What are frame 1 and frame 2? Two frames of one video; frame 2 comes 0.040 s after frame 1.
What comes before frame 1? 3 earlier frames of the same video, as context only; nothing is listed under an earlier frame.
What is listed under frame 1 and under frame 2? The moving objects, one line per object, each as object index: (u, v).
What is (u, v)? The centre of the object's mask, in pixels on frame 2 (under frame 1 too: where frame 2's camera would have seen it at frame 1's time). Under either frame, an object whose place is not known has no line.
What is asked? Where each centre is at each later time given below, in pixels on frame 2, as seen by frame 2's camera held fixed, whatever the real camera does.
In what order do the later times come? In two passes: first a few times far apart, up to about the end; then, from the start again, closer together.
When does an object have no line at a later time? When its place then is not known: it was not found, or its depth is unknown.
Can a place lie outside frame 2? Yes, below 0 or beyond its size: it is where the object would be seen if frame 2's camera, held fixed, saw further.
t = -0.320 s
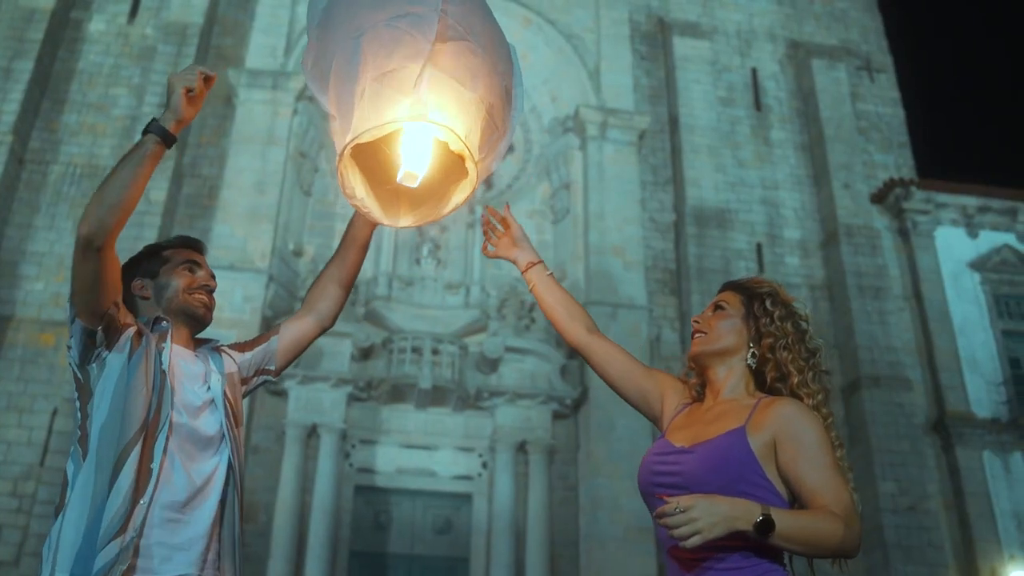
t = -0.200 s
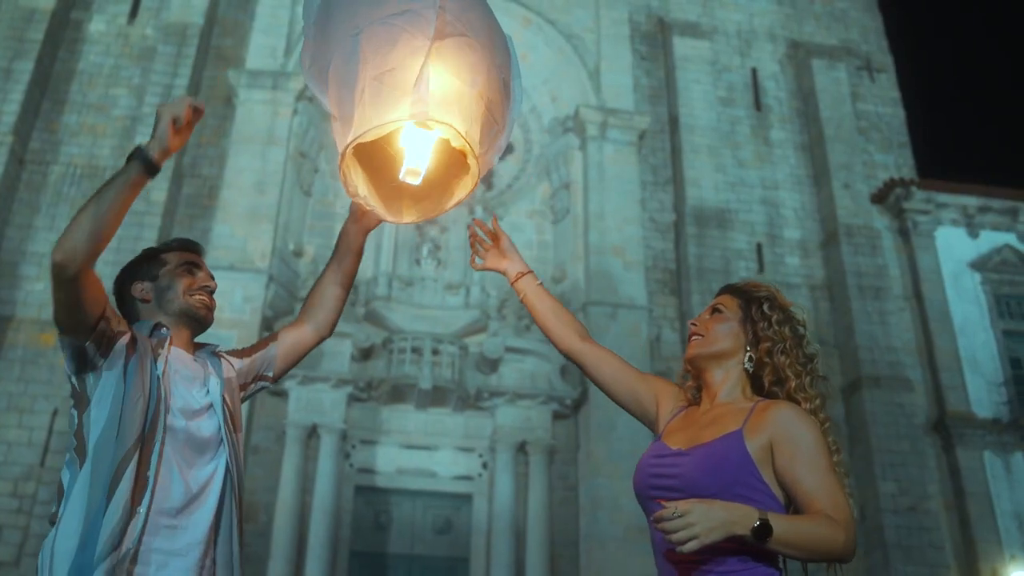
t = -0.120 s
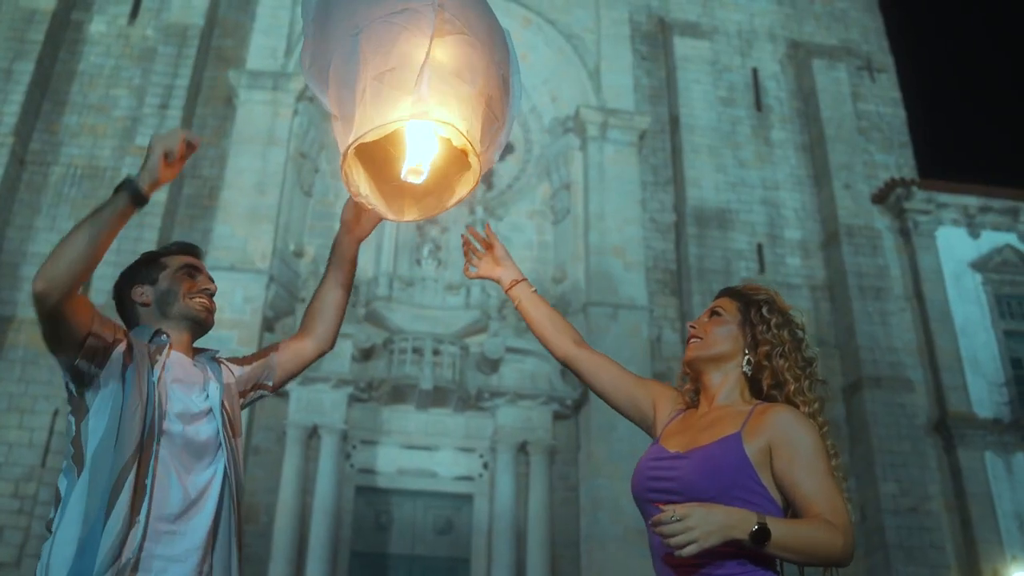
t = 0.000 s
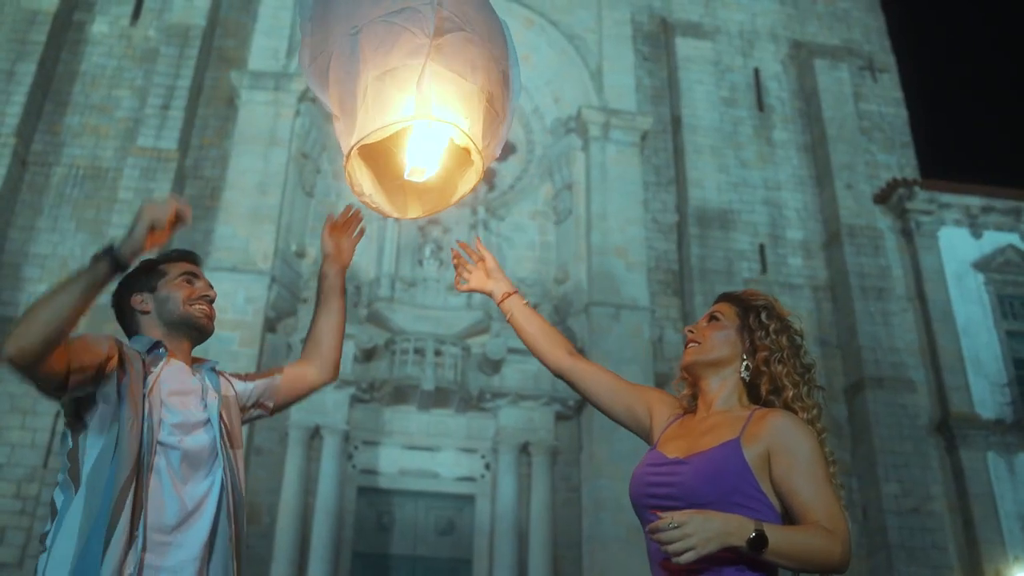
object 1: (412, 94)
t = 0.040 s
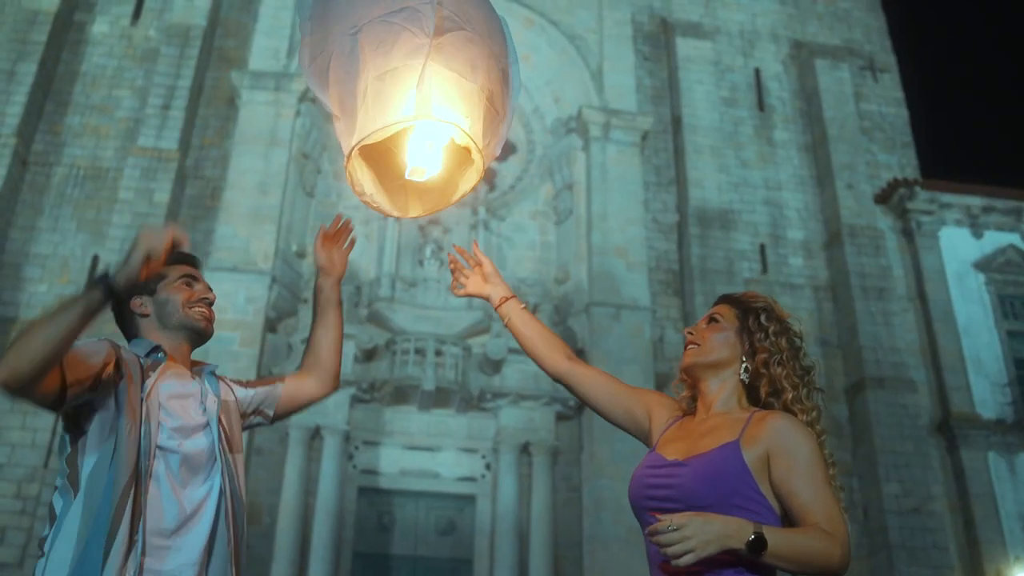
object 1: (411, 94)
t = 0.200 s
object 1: (408, 90)
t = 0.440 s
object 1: (401, 83)
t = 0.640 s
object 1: (395, 78)
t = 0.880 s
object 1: (387, 71)
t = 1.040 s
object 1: (383, 66)
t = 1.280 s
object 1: (374, 61)
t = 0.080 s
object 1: (411, 94)
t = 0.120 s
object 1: (410, 92)
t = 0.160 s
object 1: (409, 91)
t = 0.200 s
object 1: (408, 90)
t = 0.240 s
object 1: (407, 89)
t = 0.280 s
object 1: (406, 87)
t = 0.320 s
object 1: (405, 85)
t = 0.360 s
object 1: (404, 86)
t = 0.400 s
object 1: (403, 83)
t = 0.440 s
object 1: (401, 83)
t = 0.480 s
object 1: (399, 82)
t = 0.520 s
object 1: (398, 81)
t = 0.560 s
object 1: (397, 80)
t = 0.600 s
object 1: (396, 78)
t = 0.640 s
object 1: (395, 78)
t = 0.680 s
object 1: (393, 77)
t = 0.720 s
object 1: (392, 75)
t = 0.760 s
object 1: (391, 74)
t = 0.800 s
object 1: (389, 73)
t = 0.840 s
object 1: (388, 72)
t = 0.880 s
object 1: (387, 71)
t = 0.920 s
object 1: (386, 70)
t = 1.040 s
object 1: (383, 66)
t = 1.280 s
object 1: (374, 61)
